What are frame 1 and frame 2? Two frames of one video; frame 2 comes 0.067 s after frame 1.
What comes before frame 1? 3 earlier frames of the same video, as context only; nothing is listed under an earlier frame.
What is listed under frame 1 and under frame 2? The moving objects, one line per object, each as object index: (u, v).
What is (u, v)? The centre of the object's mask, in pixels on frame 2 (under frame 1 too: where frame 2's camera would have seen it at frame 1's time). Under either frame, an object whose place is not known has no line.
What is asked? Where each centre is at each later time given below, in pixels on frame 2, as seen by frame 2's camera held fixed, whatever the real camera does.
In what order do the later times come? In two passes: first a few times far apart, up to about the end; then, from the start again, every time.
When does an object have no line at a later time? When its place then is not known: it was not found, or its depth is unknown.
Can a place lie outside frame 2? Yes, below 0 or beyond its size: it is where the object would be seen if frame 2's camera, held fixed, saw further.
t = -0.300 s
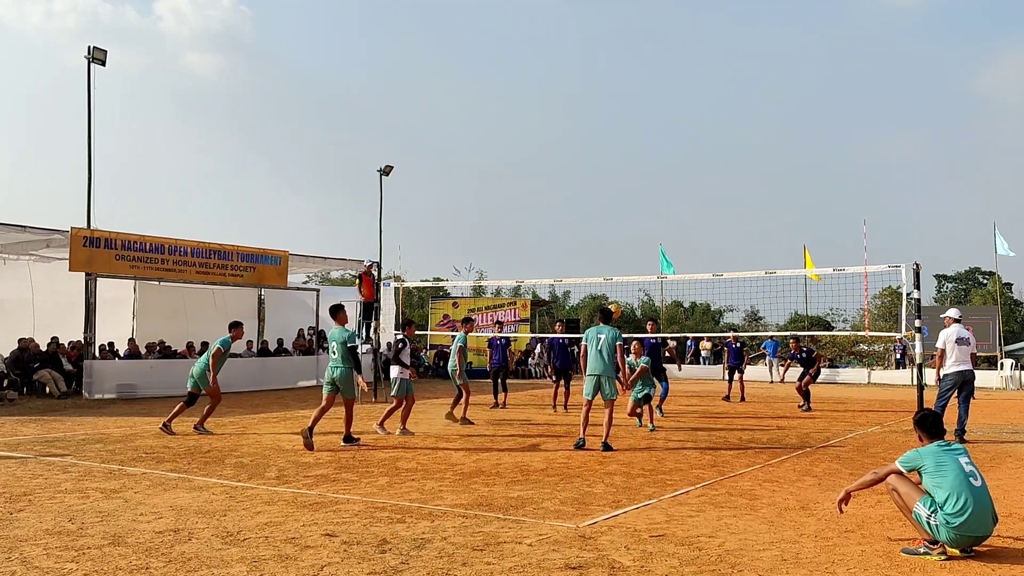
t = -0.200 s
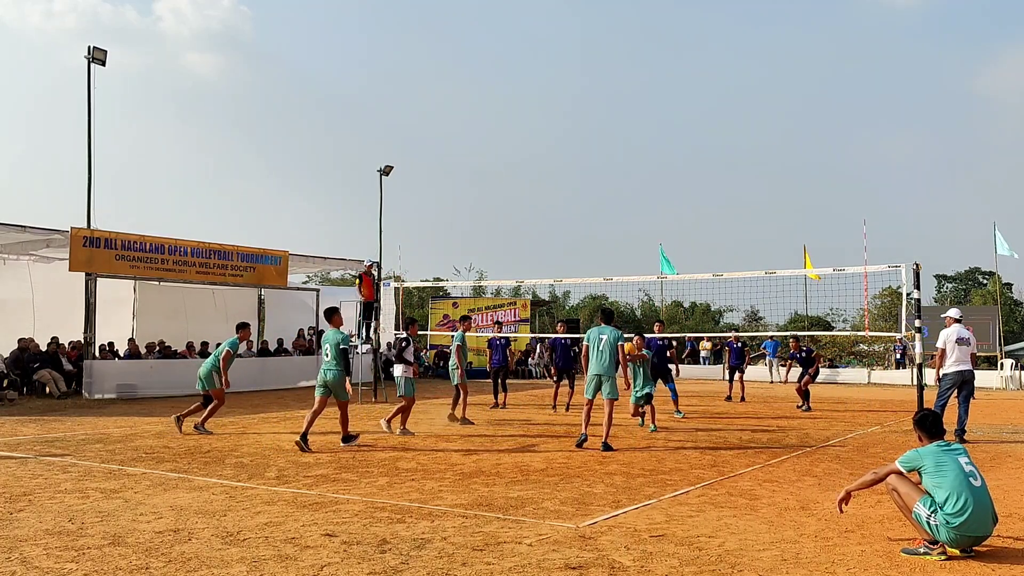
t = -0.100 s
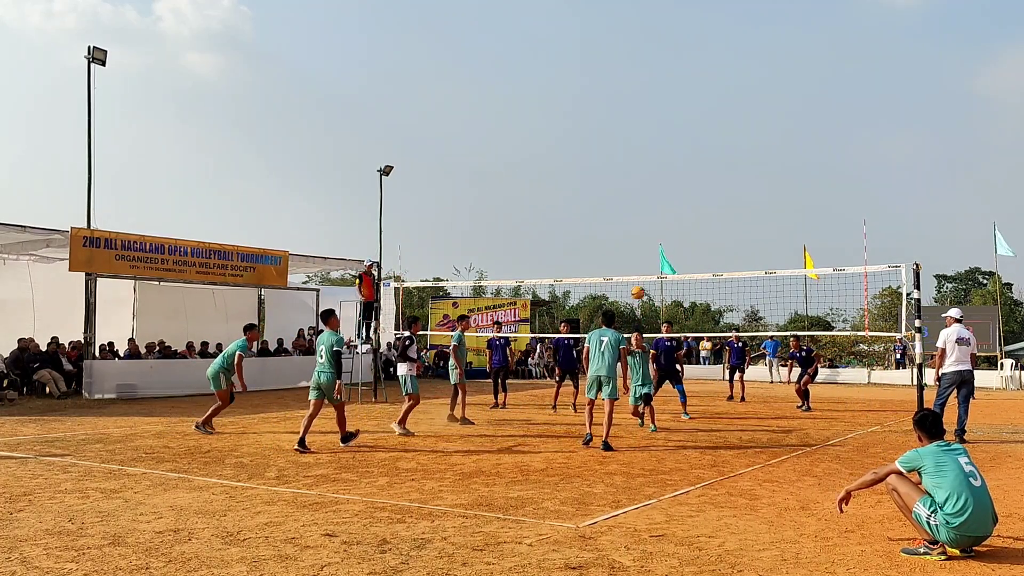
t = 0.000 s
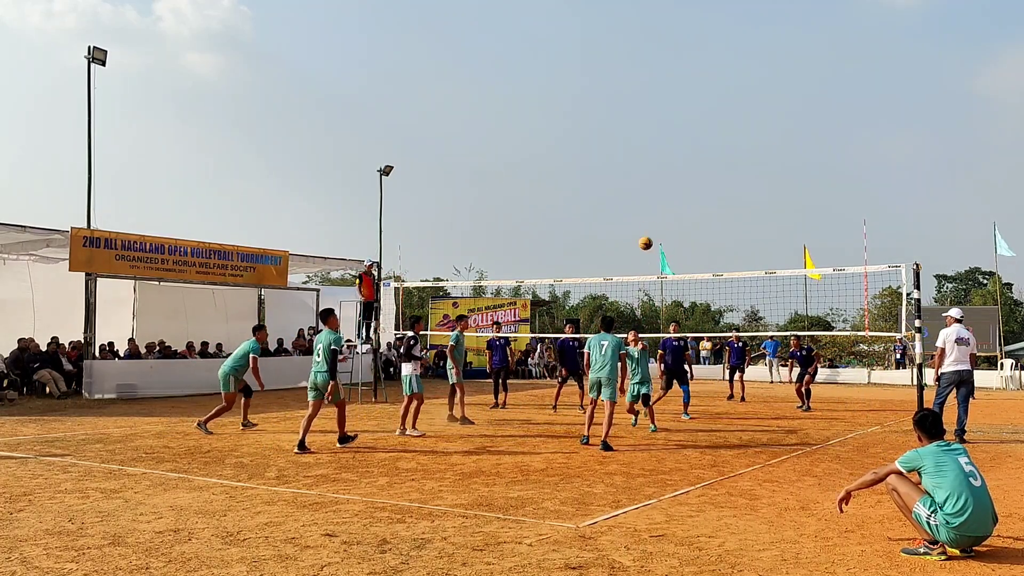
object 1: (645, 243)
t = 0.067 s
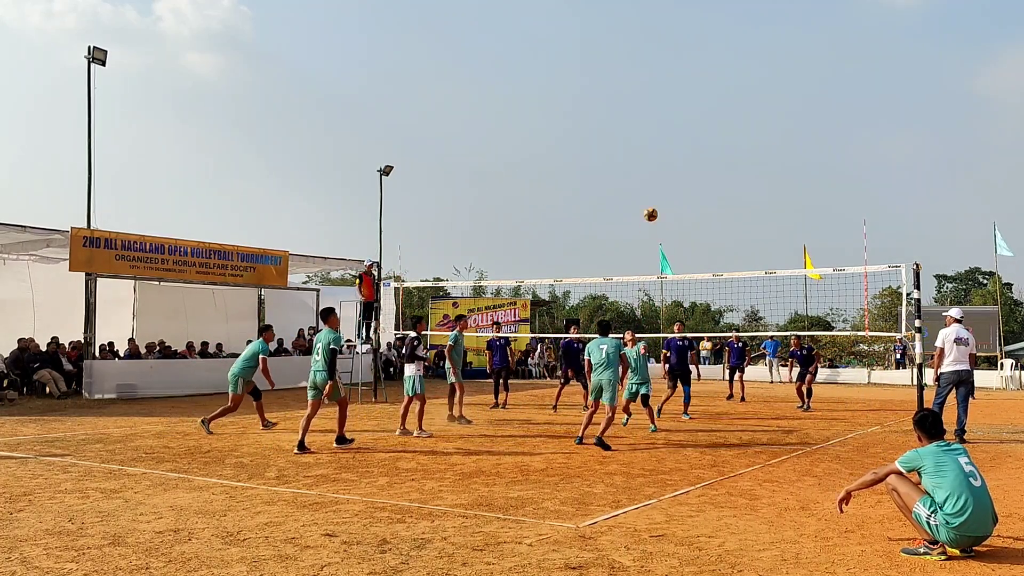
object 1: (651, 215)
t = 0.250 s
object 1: (664, 151)
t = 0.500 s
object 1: (683, 99)
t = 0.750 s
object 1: (702, 86)
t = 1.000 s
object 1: (720, 113)
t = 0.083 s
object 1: (652, 208)
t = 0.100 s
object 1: (653, 201)
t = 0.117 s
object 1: (655, 195)
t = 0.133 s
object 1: (656, 189)
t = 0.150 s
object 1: (657, 183)
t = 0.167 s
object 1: (658, 177)
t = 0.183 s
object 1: (660, 171)
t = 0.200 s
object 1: (661, 166)
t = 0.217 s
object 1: (662, 161)
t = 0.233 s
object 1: (663, 156)
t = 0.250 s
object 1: (664, 151)
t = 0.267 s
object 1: (666, 146)
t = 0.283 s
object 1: (667, 141)
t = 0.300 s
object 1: (668, 137)
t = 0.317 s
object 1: (669, 133)
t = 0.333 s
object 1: (671, 129)
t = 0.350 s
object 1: (672, 125)
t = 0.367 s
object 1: (673, 122)
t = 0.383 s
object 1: (674, 118)
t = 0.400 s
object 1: (676, 115)
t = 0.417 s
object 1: (677, 112)
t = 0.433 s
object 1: (678, 109)
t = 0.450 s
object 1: (679, 106)
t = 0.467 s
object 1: (681, 103)
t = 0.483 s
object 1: (682, 101)
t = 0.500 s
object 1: (683, 99)
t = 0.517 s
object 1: (685, 97)
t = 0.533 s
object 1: (686, 95)
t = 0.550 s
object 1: (687, 93)
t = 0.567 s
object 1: (688, 92)
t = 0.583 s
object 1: (690, 90)
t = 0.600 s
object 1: (691, 89)
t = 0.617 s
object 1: (692, 88)
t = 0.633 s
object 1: (693, 87)
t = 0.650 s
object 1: (694, 87)
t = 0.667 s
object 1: (696, 86)
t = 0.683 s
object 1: (697, 86)
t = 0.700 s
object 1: (698, 86)
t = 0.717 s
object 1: (699, 86)
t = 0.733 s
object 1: (701, 86)
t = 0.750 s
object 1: (702, 86)
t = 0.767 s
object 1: (703, 87)
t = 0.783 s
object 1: (704, 88)
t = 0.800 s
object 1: (705, 88)
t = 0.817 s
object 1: (707, 89)
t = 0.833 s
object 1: (708, 91)
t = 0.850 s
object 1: (709, 92)
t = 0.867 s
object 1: (710, 94)
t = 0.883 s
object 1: (712, 95)
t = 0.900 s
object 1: (713, 97)
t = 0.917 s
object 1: (714, 100)
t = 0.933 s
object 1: (715, 102)
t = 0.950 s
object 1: (716, 105)
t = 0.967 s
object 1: (718, 107)
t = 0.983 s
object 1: (719, 110)
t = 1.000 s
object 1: (720, 113)
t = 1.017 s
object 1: (722, 116)
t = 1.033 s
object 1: (723, 119)
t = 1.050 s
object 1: (724, 123)
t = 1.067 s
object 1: (725, 127)
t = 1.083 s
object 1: (726, 131)
